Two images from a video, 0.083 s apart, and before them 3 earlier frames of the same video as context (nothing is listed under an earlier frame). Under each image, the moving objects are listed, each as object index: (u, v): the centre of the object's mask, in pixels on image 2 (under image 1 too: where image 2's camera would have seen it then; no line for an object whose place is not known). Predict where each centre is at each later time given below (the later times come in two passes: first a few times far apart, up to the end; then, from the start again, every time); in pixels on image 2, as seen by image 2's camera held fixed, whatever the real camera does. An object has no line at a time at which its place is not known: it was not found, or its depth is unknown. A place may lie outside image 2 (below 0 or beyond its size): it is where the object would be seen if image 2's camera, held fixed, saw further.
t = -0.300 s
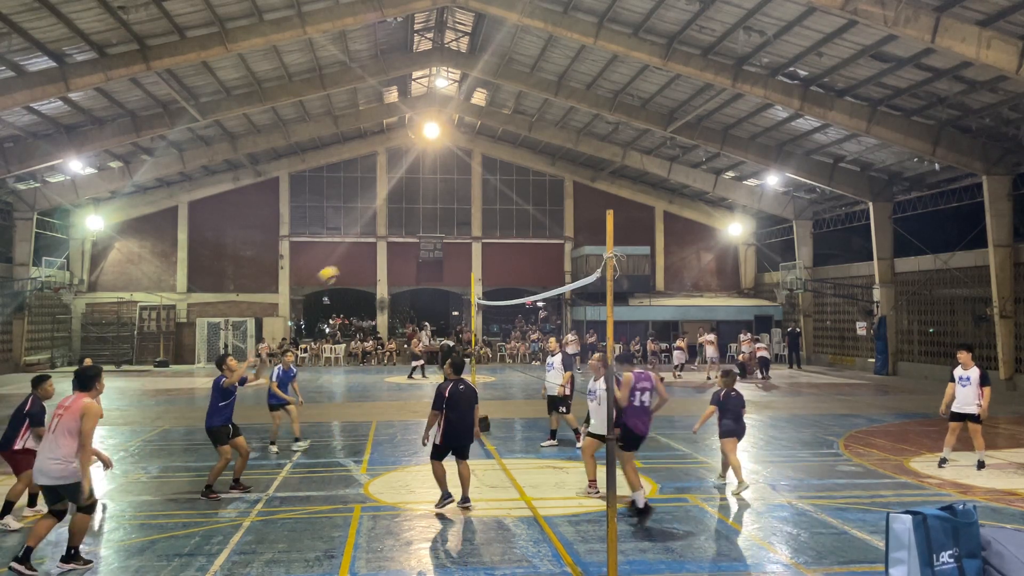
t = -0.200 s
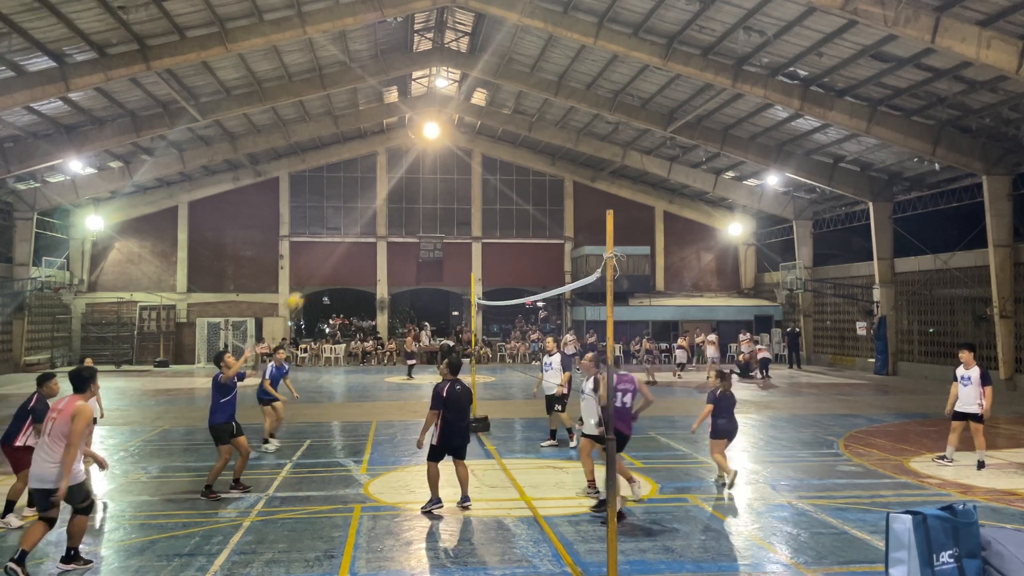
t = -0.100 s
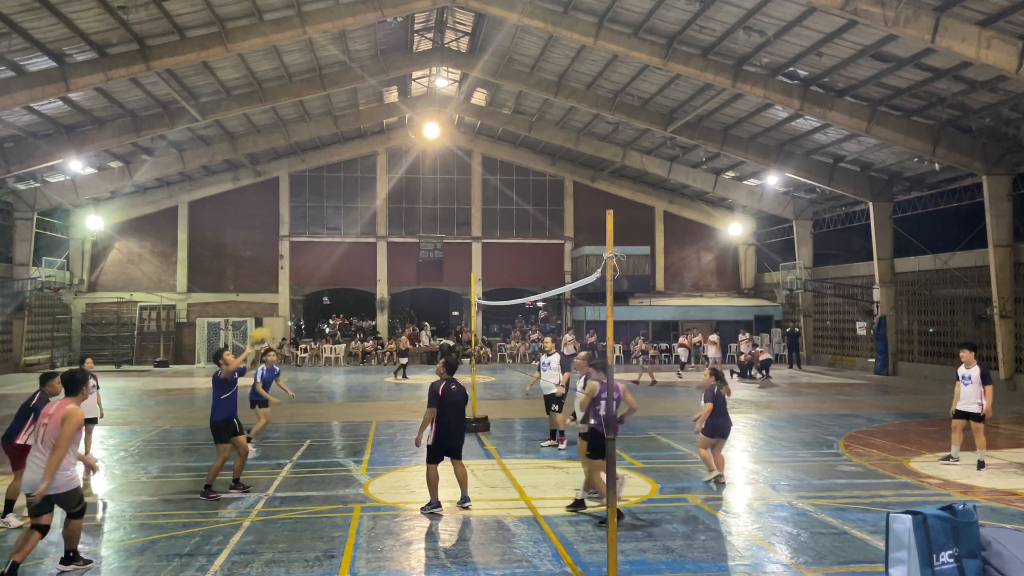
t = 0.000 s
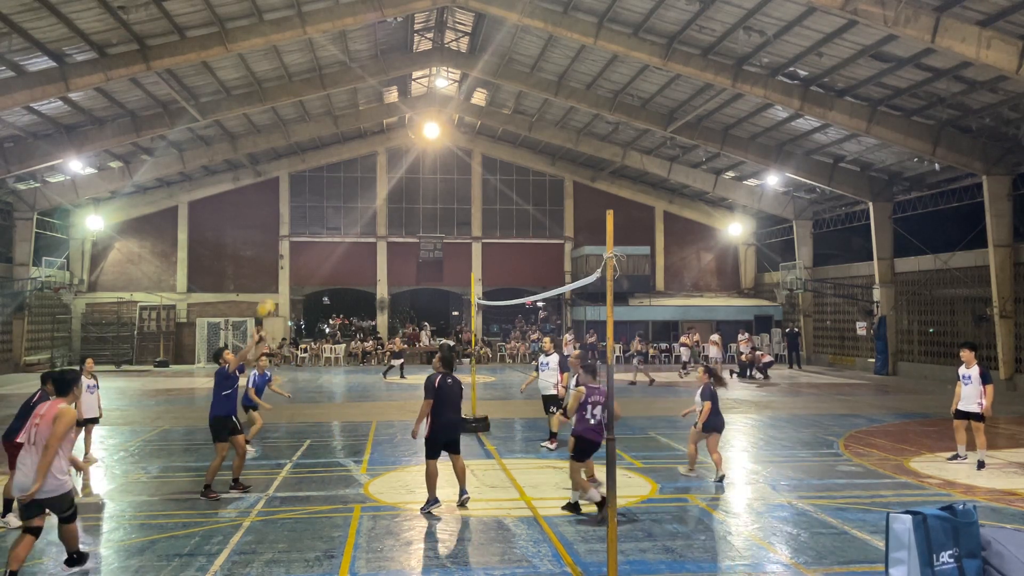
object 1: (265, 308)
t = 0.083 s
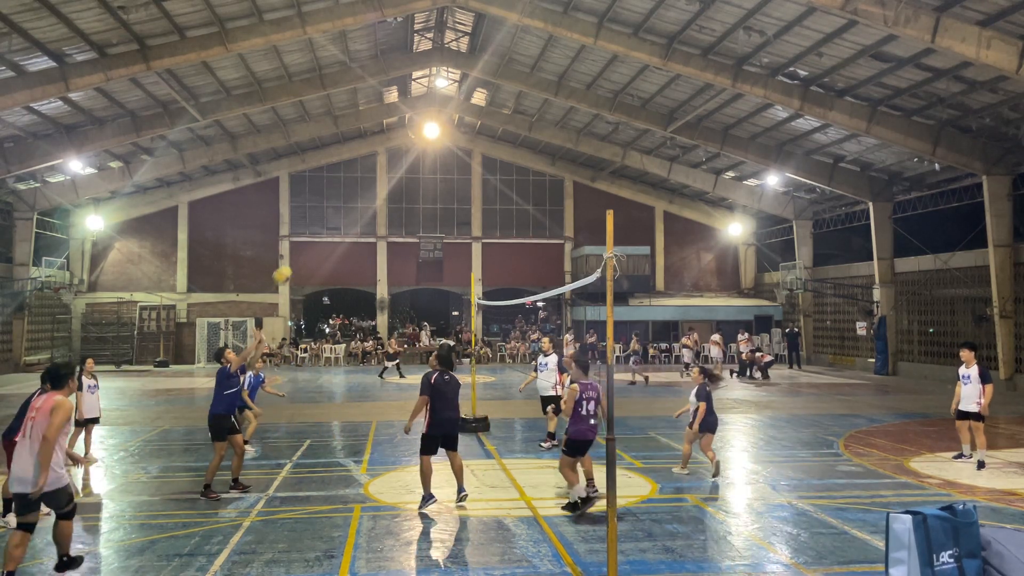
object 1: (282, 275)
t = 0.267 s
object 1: (319, 220)
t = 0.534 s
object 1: (372, 189)
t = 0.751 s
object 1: (416, 204)
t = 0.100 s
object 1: (286, 268)
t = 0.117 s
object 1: (289, 263)
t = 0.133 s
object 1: (292, 258)
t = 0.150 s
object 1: (296, 252)
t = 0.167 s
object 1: (299, 247)
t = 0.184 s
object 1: (302, 242)
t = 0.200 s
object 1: (306, 237)
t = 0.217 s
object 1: (310, 232)
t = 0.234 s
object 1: (313, 228)
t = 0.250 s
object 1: (316, 224)
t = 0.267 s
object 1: (319, 220)
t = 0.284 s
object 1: (322, 217)
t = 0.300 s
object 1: (326, 214)
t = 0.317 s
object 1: (329, 211)
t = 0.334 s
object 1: (332, 208)
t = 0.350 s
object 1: (336, 205)
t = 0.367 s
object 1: (339, 202)
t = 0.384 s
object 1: (343, 200)
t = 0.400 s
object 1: (346, 198)
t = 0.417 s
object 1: (349, 196)
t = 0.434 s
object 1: (352, 195)
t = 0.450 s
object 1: (356, 193)
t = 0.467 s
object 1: (359, 192)
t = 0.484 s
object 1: (362, 191)
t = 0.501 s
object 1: (366, 190)
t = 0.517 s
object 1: (368, 190)
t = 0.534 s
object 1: (372, 189)
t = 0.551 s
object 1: (375, 189)
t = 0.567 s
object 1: (378, 188)
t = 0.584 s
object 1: (382, 189)
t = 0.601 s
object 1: (387, 189)
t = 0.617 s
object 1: (391, 190)
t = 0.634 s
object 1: (394, 192)
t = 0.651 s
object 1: (396, 193)
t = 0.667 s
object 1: (398, 194)
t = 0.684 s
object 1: (402, 195)
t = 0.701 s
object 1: (405, 197)
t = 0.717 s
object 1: (409, 200)
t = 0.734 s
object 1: (412, 202)
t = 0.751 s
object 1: (416, 204)
